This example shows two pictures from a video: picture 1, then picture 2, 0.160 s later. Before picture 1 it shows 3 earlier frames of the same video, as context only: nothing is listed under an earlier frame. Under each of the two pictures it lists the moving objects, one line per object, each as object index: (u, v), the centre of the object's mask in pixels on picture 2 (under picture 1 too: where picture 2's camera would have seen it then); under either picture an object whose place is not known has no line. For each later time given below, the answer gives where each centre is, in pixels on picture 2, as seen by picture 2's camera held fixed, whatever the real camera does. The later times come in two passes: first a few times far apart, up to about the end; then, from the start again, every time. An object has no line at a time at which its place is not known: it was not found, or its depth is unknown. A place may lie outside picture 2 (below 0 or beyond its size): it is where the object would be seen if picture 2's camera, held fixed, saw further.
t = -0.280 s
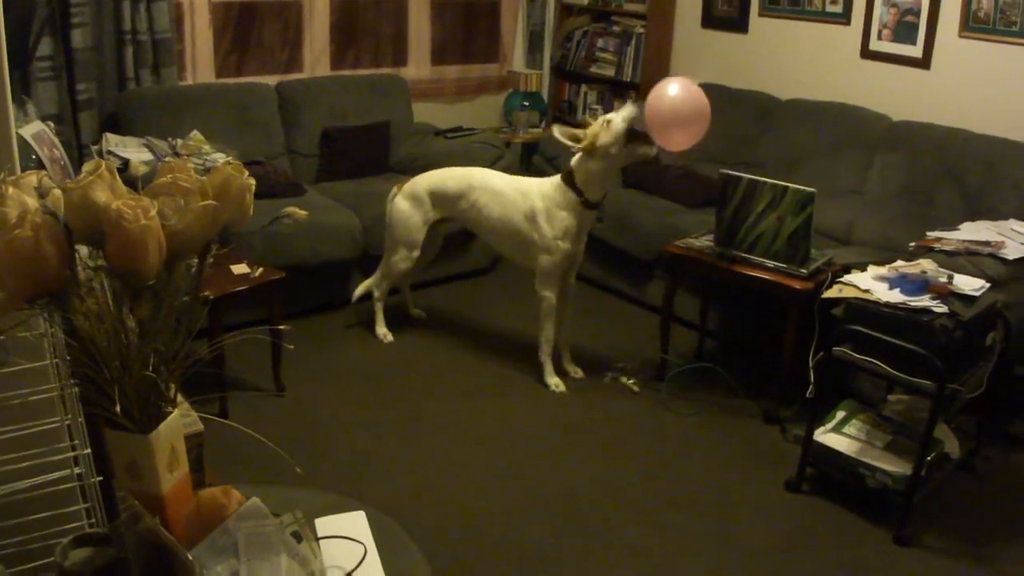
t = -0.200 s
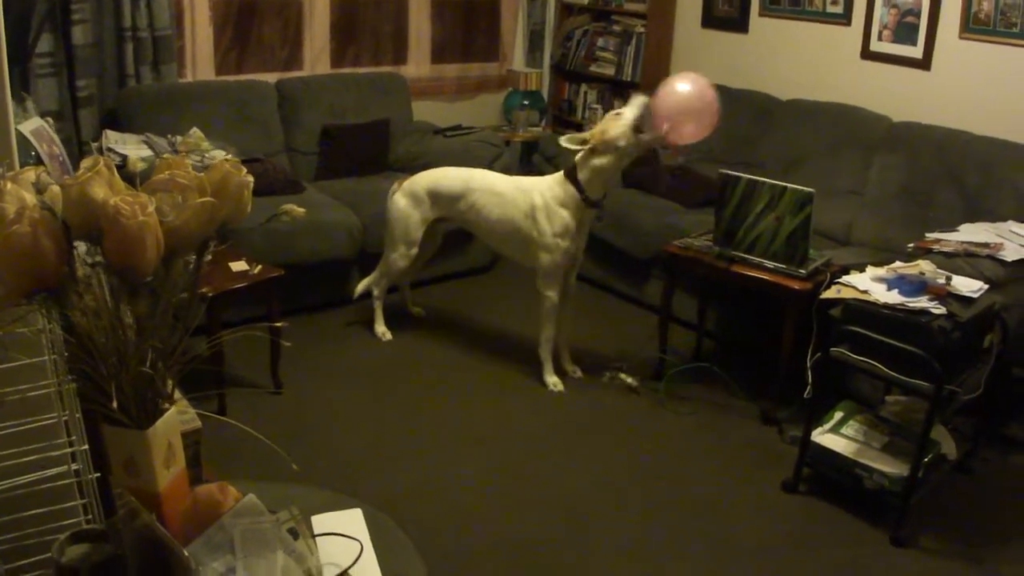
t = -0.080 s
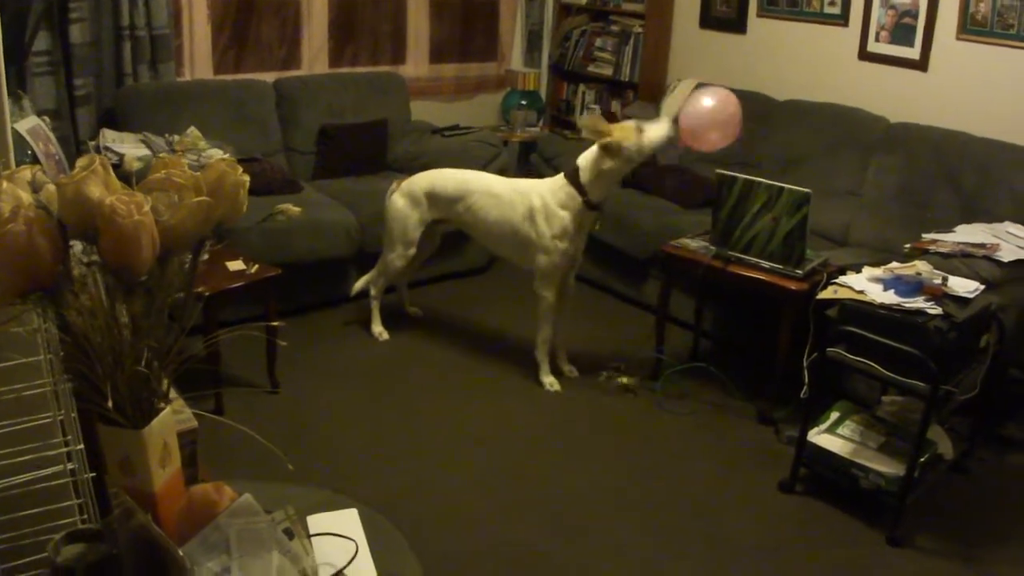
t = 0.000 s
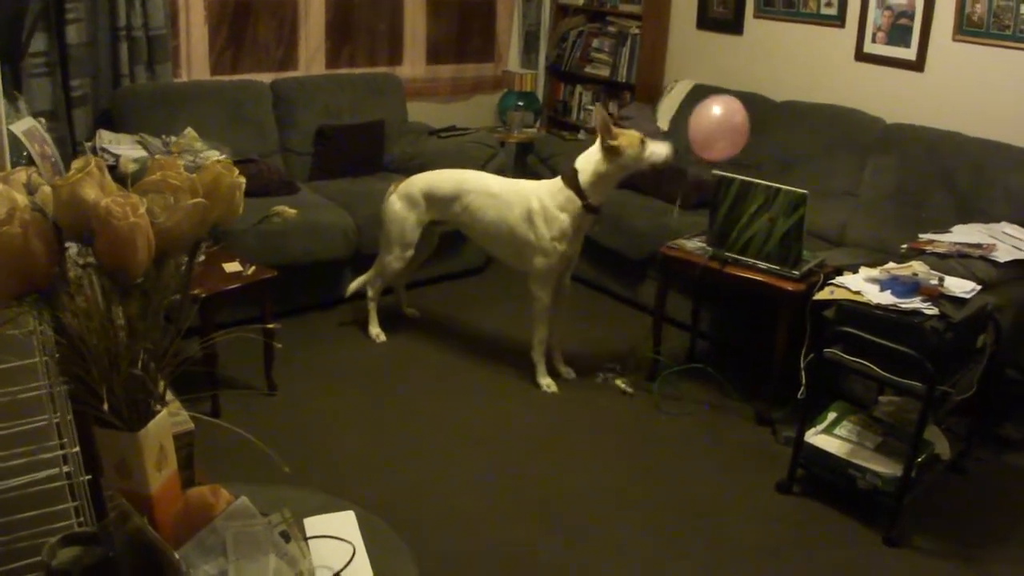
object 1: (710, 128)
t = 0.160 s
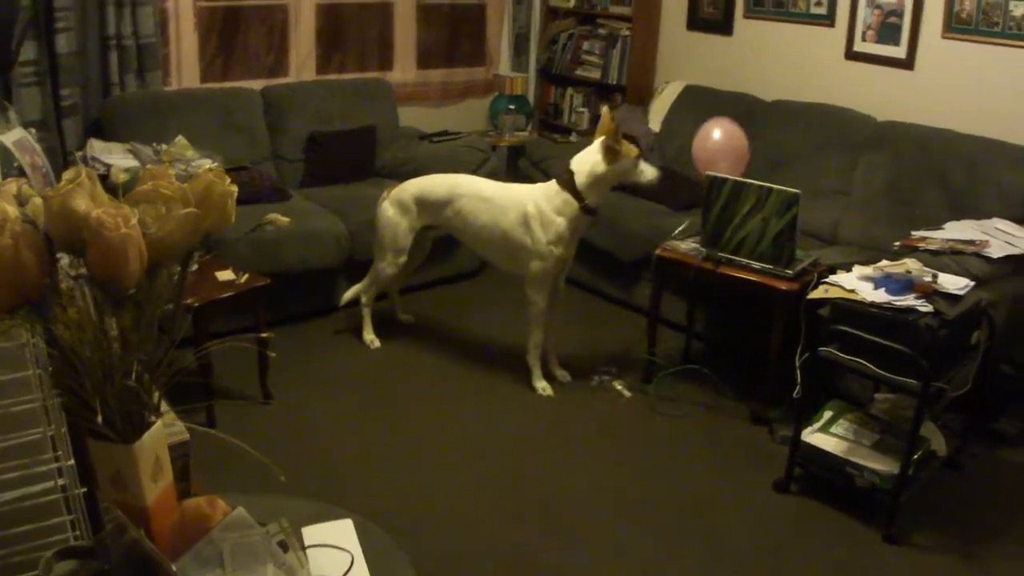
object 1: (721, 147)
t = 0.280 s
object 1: (722, 157)
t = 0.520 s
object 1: (723, 163)
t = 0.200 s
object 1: (722, 151)
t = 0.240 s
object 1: (723, 154)
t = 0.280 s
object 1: (722, 157)
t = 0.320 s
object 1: (723, 160)
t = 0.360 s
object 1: (722, 161)
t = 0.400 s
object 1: (722, 163)
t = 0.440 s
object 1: (722, 163)
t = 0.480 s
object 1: (722, 163)
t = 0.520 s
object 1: (723, 163)
